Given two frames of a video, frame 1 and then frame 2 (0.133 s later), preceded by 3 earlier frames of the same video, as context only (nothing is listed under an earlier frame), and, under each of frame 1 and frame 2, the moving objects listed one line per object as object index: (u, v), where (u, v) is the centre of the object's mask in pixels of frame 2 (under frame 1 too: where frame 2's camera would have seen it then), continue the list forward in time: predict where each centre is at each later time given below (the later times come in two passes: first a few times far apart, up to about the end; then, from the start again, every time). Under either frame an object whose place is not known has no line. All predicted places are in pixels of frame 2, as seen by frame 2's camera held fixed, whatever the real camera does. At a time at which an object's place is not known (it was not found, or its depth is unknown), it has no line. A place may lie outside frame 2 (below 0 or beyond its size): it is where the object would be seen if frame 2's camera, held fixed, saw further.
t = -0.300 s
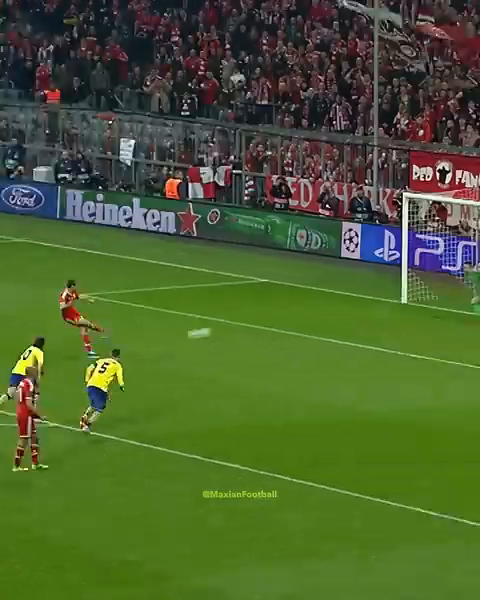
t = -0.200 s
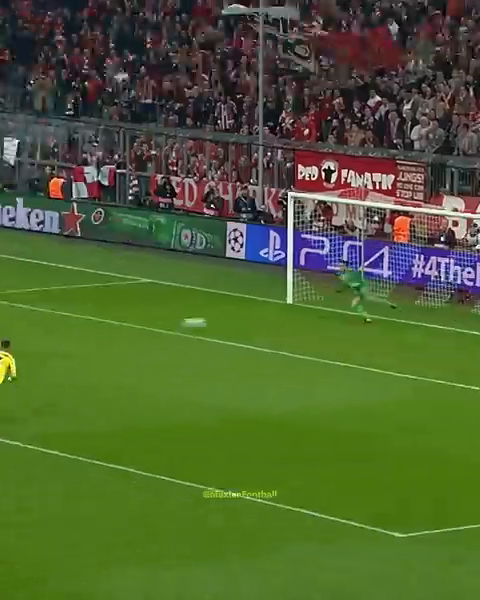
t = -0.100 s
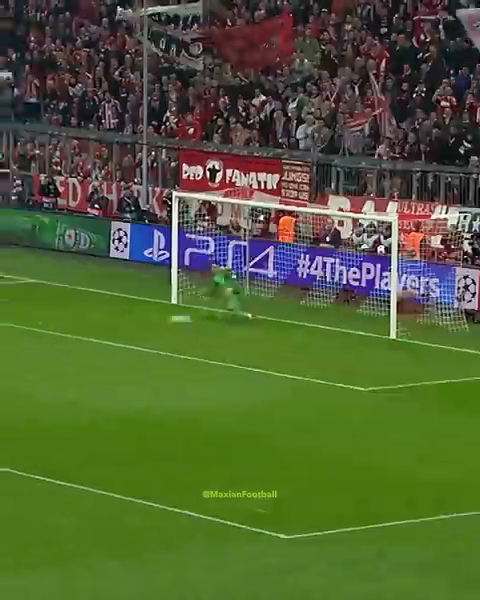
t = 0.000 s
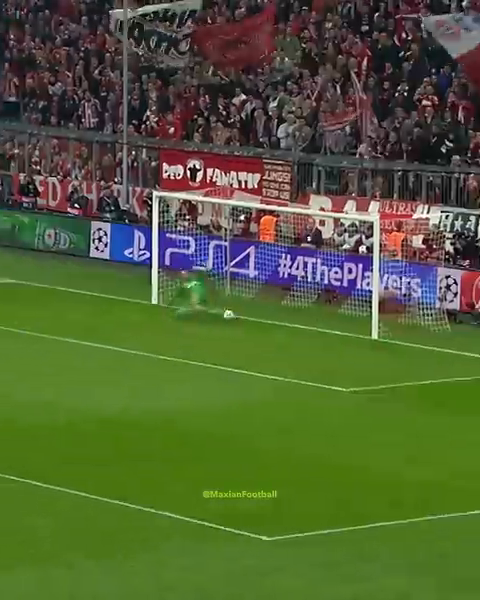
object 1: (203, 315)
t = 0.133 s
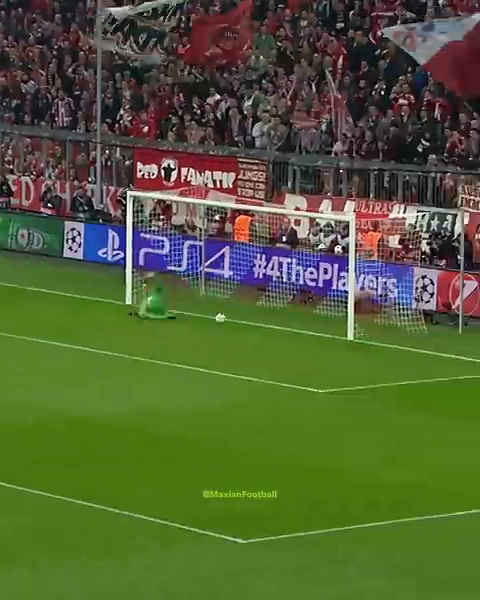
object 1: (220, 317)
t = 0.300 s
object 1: (235, 319)
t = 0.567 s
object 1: (251, 320)
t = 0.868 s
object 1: (260, 321)
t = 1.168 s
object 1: (266, 322)
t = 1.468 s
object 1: (272, 324)
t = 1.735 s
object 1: (274, 324)
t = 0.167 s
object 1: (224, 318)
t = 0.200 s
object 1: (226, 318)
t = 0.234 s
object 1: (230, 318)
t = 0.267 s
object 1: (233, 318)
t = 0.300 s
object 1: (235, 319)
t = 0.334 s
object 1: (238, 319)
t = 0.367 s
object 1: (241, 319)
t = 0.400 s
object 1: (242, 319)
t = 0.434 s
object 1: (244, 319)
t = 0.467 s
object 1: (246, 319)
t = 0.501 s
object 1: (248, 320)
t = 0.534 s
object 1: (249, 320)
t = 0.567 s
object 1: (251, 320)
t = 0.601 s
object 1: (252, 320)
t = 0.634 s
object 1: (254, 320)
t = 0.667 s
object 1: (255, 321)
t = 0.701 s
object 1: (255, 321)
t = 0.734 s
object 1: (256, 321)
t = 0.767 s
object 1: (257, 321)
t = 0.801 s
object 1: (258, 321)
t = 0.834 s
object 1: (259, 321)
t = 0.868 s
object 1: (260, 321)
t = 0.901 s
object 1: (261, 322)
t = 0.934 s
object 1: (262, 322)
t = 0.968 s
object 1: (263, 322)
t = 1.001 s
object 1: (263, 322)
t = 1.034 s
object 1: (264, 322)
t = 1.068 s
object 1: (265, 322)
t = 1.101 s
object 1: (265, 322)
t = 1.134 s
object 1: (265, 322)
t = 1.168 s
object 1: (266, 322)
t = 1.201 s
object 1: (267, 323)
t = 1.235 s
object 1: (267, 323)
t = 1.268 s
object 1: (268, 323)
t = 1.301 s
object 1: (269, 323)
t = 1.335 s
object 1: (269, 323)
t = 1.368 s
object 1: (270, 323)
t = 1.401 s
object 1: (271, 323)
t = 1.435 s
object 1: (271, 323)
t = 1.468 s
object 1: (272, 324)
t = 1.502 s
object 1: (272, 324)
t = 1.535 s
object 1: (273, 324)
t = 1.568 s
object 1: (273, 324)
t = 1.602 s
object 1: (273, 324)
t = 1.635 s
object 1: (274, 324)
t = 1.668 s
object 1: (274, 324)
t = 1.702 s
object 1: (274, 324)
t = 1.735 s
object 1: (274, 324)
